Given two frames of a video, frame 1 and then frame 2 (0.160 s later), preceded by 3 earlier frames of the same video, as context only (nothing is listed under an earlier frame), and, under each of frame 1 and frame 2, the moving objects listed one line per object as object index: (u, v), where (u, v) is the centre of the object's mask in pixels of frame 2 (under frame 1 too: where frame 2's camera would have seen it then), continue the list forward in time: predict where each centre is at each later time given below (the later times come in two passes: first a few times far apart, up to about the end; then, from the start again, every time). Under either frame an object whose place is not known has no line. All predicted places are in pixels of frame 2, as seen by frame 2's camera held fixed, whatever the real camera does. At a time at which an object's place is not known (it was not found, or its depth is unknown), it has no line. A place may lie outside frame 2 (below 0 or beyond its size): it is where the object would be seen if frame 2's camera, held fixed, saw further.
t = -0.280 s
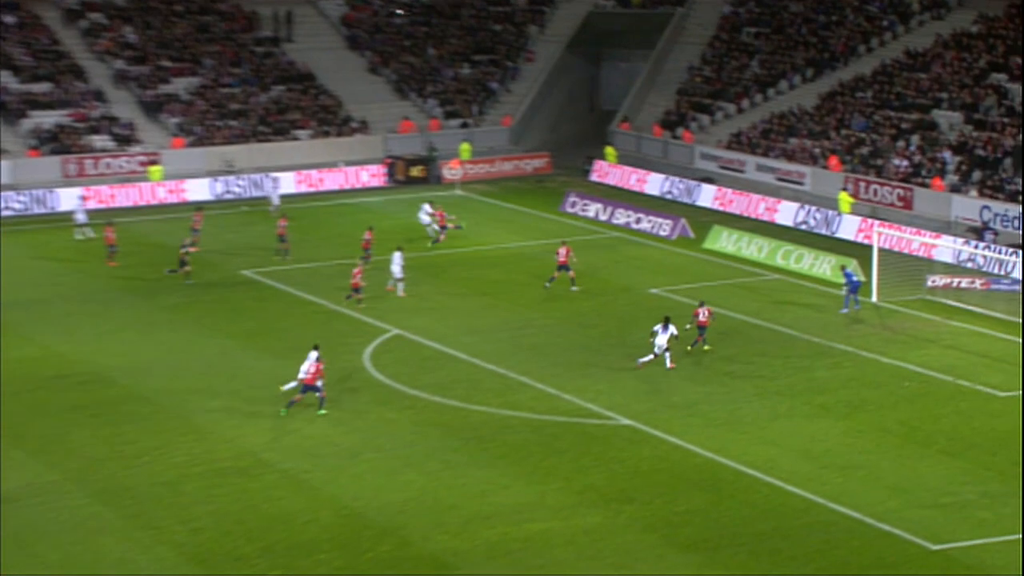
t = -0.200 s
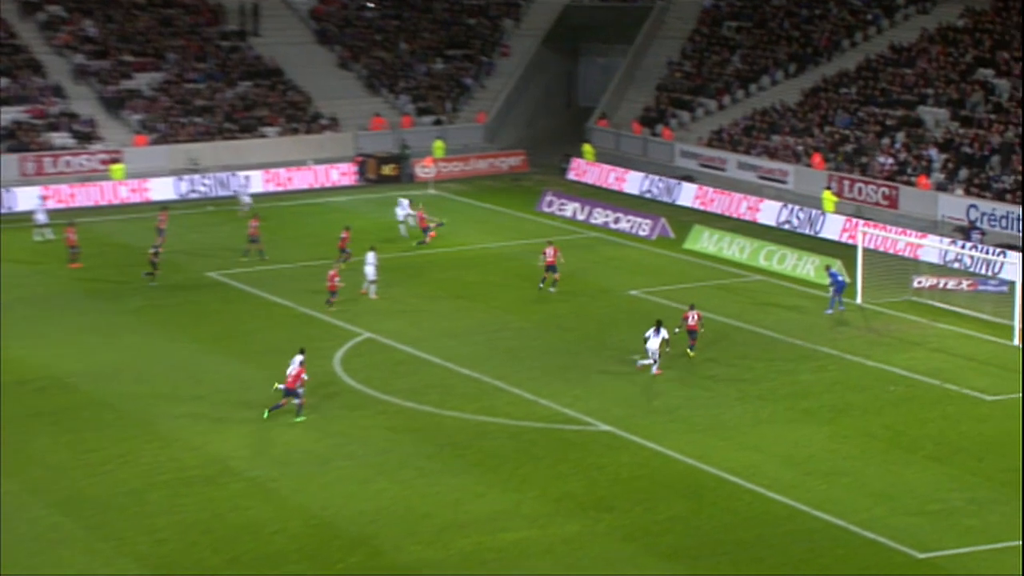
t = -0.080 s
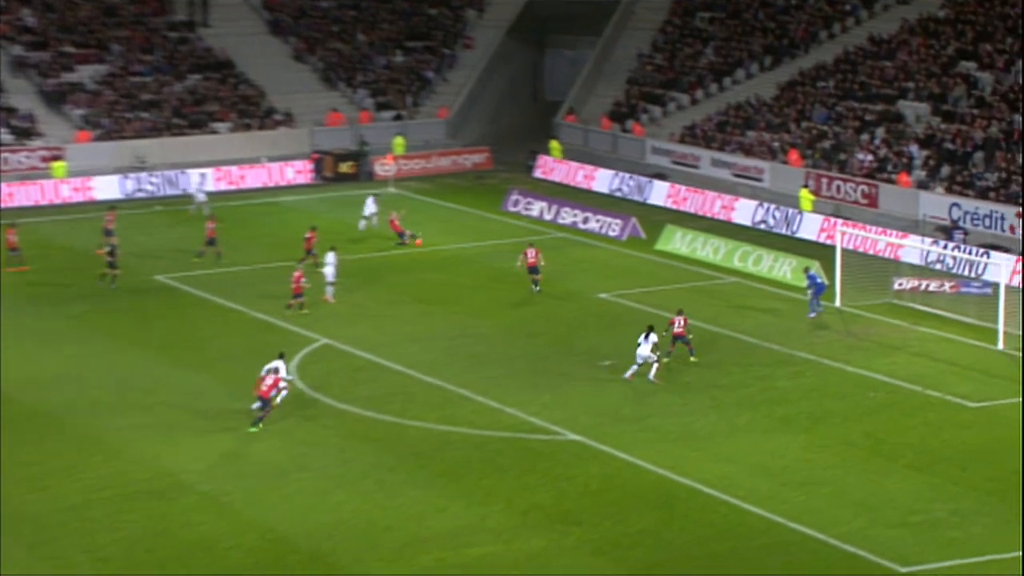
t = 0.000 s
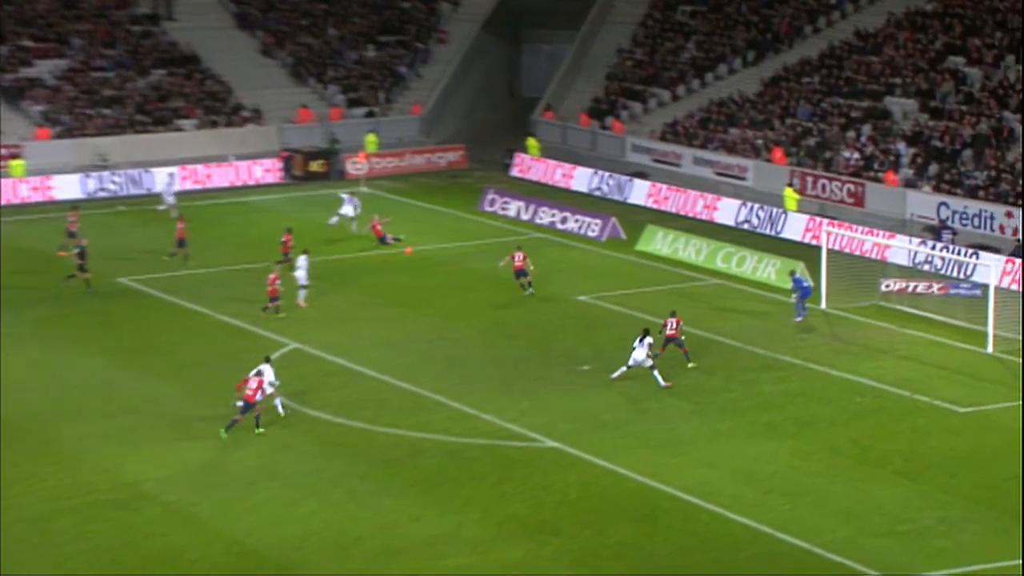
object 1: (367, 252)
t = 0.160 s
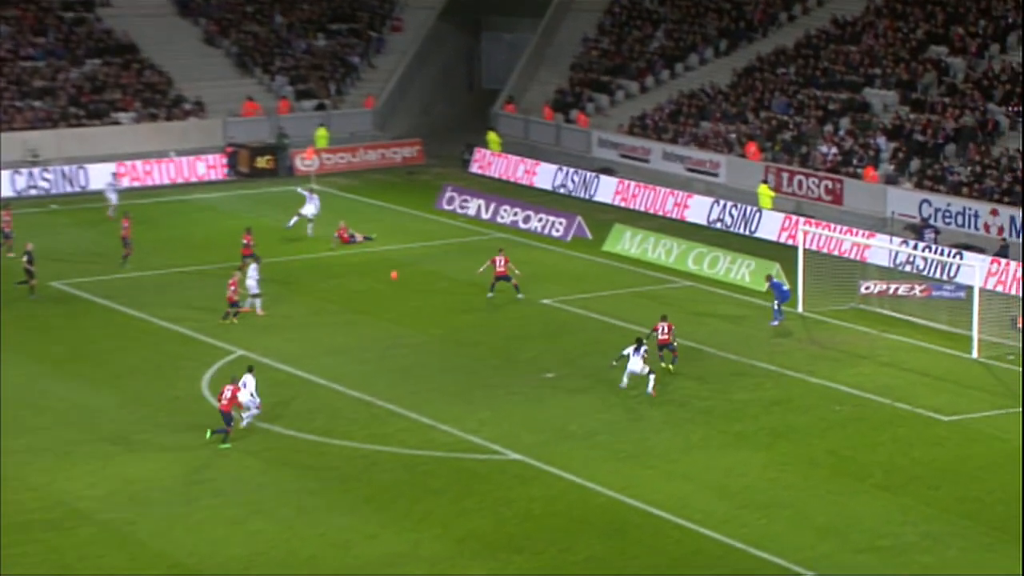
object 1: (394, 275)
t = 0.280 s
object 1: (413, 290)
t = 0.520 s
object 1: (448, 312)
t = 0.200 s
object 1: (401, 283)
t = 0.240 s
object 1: (408, 289)
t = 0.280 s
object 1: (413, 290)
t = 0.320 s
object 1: (419, 292)
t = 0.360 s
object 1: (425, 295)
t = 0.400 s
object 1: (431, 297)
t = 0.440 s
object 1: (437, 302)
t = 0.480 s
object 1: (442, 307)
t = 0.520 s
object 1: (448, 312)
